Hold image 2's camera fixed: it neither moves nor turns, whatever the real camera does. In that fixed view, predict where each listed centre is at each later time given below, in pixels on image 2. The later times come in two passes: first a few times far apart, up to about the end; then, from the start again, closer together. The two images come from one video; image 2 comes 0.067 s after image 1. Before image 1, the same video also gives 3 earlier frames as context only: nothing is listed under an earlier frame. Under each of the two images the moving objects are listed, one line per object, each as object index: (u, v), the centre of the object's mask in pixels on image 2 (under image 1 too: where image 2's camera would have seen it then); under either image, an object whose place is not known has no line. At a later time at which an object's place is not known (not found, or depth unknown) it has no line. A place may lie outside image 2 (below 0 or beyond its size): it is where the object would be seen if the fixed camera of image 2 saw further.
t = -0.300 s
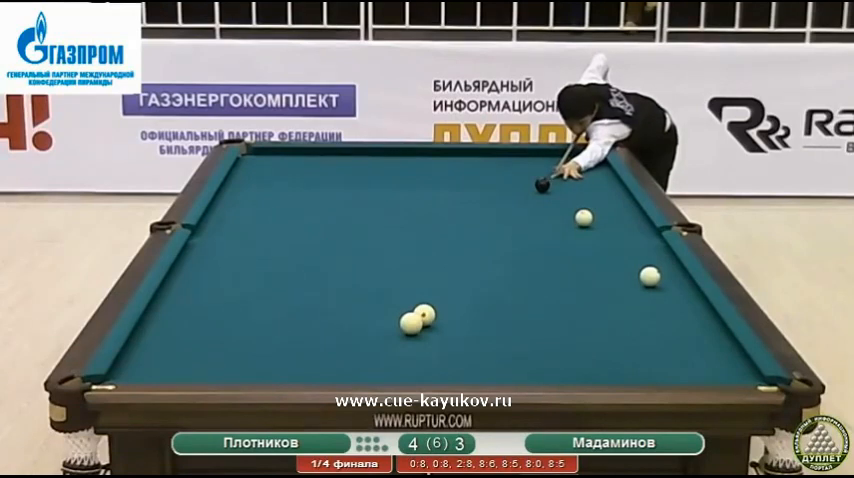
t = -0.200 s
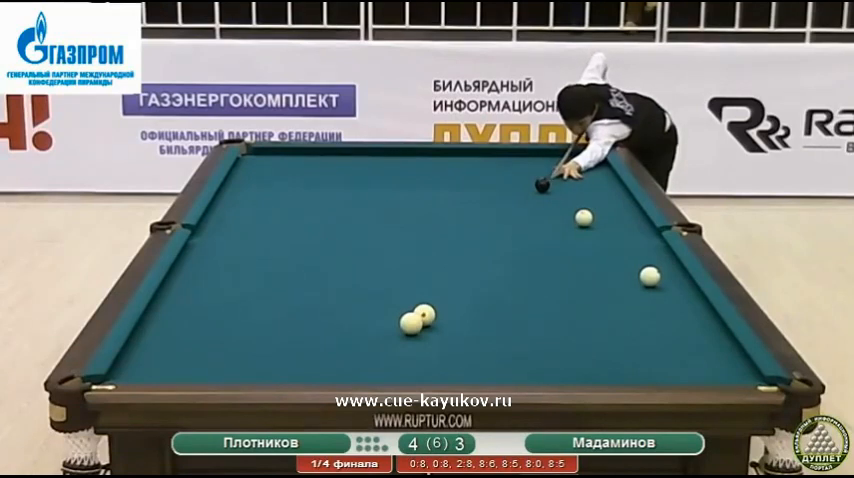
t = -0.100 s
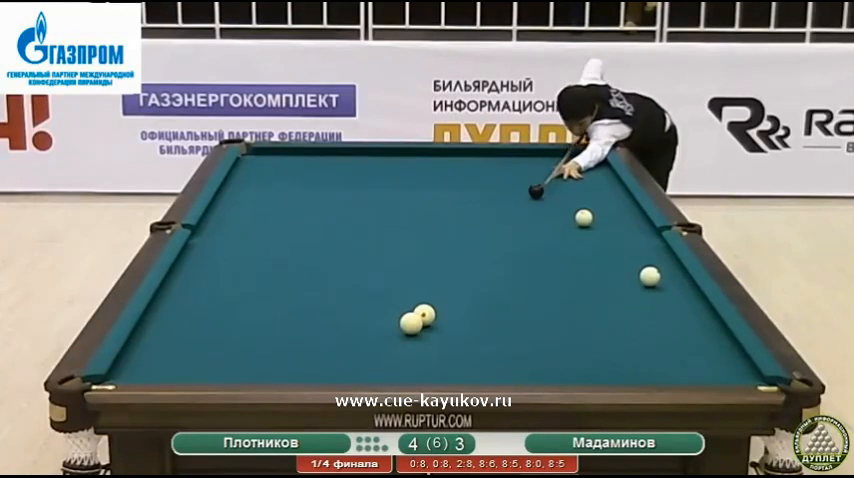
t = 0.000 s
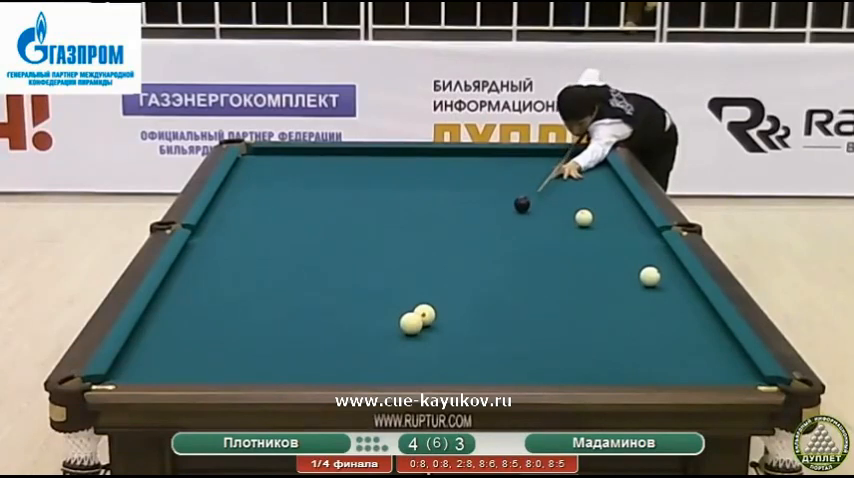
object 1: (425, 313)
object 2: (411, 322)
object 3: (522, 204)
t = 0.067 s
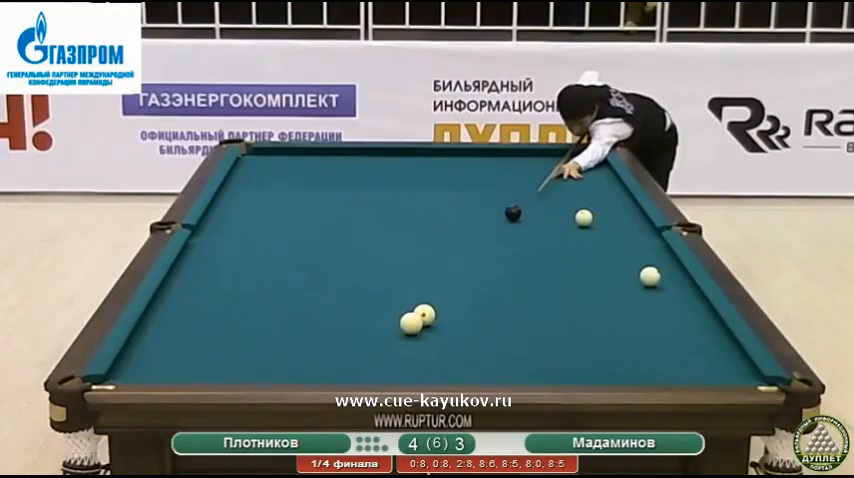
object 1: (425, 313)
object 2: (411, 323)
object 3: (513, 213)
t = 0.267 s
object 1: (425, 313)
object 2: (411, 323)
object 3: (486, 240)
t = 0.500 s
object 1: (425, 314)
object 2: (411, 323)
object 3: (450, 276)
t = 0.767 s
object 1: (443, 325)
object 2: (405, 324)
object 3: (387, 314)
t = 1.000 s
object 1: (503, 349)
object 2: (382, 329)
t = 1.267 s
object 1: (573, 373)
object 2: (357, 335)
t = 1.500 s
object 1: (604, 366)
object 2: (335, 340)
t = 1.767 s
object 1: (633, 352)
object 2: (311, 345)
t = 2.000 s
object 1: (656, 341)
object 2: (290, 350)
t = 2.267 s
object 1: (680, 329)
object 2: (268, 355)
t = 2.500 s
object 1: (699, 319)
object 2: (248, 359)
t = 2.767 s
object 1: (695, 310)
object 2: (227, 363)
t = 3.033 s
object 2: (207, 366)
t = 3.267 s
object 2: (190, 369)
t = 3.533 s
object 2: (173, 371)
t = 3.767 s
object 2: (159, 372)
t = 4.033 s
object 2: (145, 374)
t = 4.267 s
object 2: (137, 373)
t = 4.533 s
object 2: (130, 373)
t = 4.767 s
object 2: (126, 372)
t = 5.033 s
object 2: (122, 372)
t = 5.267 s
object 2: (119, 372)
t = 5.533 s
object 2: (119, 372)
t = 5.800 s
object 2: (119, 372)
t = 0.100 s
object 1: (425, 313)
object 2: (411, 323)
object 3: (508, 217)
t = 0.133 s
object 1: (425, 313)
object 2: (411, 323)
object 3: (504, 222)
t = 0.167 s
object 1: (425, 313)
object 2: (411, 323)
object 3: (500, 226)
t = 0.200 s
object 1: (425, 313)
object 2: (411, 323)
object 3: (495, 230)
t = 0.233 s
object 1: (425, 313)
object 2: (411, 323)
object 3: (491, 235)
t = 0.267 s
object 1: (425, 313)
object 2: (411, 323)
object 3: (486, 240)
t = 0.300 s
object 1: (425, 313)
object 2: (411, 323)
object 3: (481, 244)
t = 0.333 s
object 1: (425, 313)
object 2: (411, 323)
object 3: (476, 249)
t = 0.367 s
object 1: (425, 314)
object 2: (411, 323)
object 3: (472, 254)
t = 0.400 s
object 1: (425, 314)
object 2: (411, 323)
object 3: (466, 259)
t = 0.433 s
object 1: (425, 314)
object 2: (411, 323)
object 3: (461, 265)
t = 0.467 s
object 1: (425, 313)
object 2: (411, 323)
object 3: (456, 270)
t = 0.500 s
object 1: (425, 314)
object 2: (411, 323)
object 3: (450, 276)
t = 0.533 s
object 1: (425, 314)
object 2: (411, 323)
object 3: (445, 281)
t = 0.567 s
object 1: (425, 313)
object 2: (411, 323)
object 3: (439, 287)
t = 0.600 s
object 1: (425, 314)
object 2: (411, 323)
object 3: (433, 293)
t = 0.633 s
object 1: (425, 314)
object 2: (411, 323)
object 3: (427, 297)
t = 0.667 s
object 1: (426, 314)
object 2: (411, 323)
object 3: (419, 301)
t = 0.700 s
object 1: (427, 315)
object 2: (411, 323)
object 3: (410, 306)
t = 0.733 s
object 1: (434, 321)
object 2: (409, 323)
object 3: (398, 310)
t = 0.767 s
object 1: (443, 325)
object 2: (405, 324)
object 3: (387, 314)
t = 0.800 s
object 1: (453, 329)
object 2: (402, 325)
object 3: (376, 316)
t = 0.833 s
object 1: (462, 333)
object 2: (398, 326)
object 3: (364, 318)
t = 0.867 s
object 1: (471, 336)
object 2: (395, 326)
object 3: (353, 321)
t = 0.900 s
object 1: (479, 339)
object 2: (392, 327)
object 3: (341, 324)
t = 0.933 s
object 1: (487, 343)
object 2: (389, 328)
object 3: (329, 327)
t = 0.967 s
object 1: (495, 346)
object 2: (386, 328)
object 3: (317, 330)
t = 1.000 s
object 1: (503, 349)
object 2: (382, 329)
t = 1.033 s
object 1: (512, 353)
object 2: (379, 330)
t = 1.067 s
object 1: (520, 356)
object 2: (375, 331)
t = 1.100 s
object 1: (529, 359)
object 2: (373, 331)
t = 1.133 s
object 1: (538, 362)
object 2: (370, 332)
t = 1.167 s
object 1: (546, 366)
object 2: (366, 333)
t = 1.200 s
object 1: (555, 368)
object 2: (363, 334)
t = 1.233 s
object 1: (564, 371)
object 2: (360, 334)
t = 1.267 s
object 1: (573, 373)
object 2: (357, 335)
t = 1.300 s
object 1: (582, 375)
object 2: (354, 335)
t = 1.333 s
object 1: (585, 373)
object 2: (350, 336)
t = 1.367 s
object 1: (589, 371)
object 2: (347, 337)
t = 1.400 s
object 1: (593, 370)
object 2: (344, 338)
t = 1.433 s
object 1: (596, 368)
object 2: (341, 338)
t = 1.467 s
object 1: (600, 367)
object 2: (338, 339)
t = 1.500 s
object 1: (604, 366)
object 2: (335, 340)
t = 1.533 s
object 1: (608, 364)
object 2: (332, 340)
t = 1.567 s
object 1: (612, 363)
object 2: (329, 341)
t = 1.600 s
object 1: (615, 361)
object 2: (326, 342)
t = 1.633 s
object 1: (619, 359)
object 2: (323, 342)
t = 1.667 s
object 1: (623, 357)
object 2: (320, 343)
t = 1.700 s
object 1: (626, 356)
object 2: (317, 344)
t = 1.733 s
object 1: (629, 354)
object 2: (314, 344)
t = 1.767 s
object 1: (633, 352)
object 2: (311, 345)
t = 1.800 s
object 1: (636, 351)
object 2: (308, 346)
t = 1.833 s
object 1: (640, 349)
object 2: (305, 346)
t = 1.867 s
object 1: (643, 347)
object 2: (302, 347)
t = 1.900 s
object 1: (646, 345)
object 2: (299, 348)
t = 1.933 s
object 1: (650, 344)
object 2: (296, 349)
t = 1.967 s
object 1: (653, 342)
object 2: (293, 349)
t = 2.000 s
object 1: (656, 341)
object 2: (290, 350)
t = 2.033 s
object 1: (659, 339)
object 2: (287, 350)
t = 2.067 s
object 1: (662, 338)
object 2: (285, 351)
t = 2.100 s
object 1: (665, 336)
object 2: (282, 352)
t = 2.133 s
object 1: (668, 335)
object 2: (279, 352)
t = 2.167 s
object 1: (671, 333)
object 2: (276, 353)
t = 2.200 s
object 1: (674, 331)
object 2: (273, 353)
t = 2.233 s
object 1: (677, 330)
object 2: (270, 354)
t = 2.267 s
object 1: (680, 329)
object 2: (268, 355)
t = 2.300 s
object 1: (683, 327)
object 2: (265, 355)
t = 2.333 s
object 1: (685, 326)
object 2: (262, 356)
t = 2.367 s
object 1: (688, 324)
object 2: (259, 356)
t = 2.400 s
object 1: (691, 323)
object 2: (256, 357)
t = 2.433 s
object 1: (693, 322)
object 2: (254, 358)
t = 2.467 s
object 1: (696, 320)
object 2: (251, 358)
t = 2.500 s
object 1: (699, 319)
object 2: (248, 359)
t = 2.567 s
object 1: (704, 316)
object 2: (243, 360)
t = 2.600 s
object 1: (707, 315)
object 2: (240, 360)
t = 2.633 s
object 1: (706, 314)
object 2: (238, 361)
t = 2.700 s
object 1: (700, 312)
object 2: (232, 362)
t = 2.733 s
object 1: (698, 311)
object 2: (230, 362)
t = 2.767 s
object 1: (695, 310)
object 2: (227, 363)
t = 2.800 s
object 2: (225, 363)
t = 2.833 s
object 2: (222, 364)
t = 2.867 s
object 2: (220, 364)
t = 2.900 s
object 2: (217, 365)
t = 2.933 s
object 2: (215, 365)
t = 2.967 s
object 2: (212, 365)
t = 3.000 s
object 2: (210, 366)
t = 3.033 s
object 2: (207, 366)
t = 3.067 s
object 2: (205, 366)
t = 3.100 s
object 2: (202, 367)
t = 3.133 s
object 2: (200, 367)
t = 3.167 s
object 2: (198, 367)
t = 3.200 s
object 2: (195, 368)
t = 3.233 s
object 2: (193, 368)
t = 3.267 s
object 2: (190, 369)
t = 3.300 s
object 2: (189, 369)
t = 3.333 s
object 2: (186, 369)
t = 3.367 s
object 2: (184, 370)
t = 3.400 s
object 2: (181, 370)
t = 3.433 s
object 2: (179, 370)
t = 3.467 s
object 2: (177, 370)
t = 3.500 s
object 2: (175, 371)
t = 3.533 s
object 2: (173, 371)
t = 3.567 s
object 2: (171, 371)
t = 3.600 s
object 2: (169, 371)
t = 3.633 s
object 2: (167, 372)
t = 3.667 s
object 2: (165, 372)
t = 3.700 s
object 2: (163, 372)
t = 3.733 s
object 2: (161, 372)
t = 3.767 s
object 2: (159, 372)
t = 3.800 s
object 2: (157, 372)
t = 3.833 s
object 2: (155, 373)
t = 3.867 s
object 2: (153, 373)
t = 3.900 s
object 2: (152, 373)
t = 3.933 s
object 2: (150, 373)
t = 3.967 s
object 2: (148, 373)
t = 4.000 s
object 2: (146, 373)
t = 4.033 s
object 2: (145, 374)
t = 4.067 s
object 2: (143, 374)
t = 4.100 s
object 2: (142, 374)
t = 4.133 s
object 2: (141, 374)
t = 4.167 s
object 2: (140, 374)
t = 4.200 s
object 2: (139, 374)
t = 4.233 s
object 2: (138, 373)
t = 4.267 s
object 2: (137, 373)
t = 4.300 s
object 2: (136, 373)
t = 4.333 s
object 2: (135, 373)
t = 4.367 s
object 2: (134, 373)
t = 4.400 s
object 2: (133, 373)
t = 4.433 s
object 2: (133, 373)
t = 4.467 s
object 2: (132, 373)
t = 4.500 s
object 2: (131, 373)
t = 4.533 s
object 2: (130, 373)
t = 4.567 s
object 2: (129, 373)
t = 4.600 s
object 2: (128, 373)
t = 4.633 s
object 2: (128, 373)
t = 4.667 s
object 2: (127, 372)
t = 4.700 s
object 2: (127, 372)
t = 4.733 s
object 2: (126, 372)
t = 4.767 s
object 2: (126, 372)
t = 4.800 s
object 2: (125, 372)
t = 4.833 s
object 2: (125, 372)
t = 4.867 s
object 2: (124, 372)
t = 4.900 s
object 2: (124, 372)
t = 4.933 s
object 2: (123, 372)
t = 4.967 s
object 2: (123, 372)
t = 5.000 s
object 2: (122, 372)
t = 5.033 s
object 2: (122, 372)
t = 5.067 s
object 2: (121, 372)
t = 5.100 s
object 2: (121, 372)
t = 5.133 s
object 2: (121, 372)
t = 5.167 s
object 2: (121, 372)
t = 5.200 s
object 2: (120, 372)
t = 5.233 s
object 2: (120, 372)
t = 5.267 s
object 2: (119, 372)
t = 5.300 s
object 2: (119, 372)
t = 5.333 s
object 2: (119, 372)
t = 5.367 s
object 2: (118, 372)
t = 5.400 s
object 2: (119, 372)
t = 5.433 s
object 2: (119, 372)
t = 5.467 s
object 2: (119, 372)
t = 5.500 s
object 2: (119, 372)
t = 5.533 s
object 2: (119, 372)
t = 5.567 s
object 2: (119, 372)
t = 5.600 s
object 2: (119, 372)
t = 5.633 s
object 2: (119, 372)
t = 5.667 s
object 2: (119, 372)
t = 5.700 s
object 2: (119, 372)
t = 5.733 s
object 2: (119, 372)
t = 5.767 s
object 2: (119, 372)
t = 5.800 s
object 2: (119, 372)
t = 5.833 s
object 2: (119, 372)
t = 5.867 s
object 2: (119, 372)
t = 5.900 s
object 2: (119, 372)
